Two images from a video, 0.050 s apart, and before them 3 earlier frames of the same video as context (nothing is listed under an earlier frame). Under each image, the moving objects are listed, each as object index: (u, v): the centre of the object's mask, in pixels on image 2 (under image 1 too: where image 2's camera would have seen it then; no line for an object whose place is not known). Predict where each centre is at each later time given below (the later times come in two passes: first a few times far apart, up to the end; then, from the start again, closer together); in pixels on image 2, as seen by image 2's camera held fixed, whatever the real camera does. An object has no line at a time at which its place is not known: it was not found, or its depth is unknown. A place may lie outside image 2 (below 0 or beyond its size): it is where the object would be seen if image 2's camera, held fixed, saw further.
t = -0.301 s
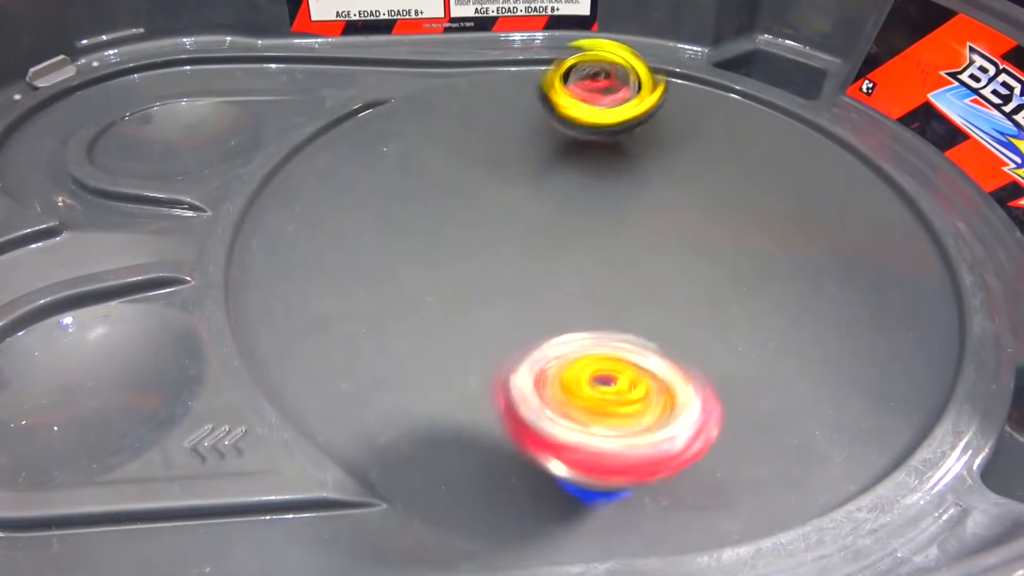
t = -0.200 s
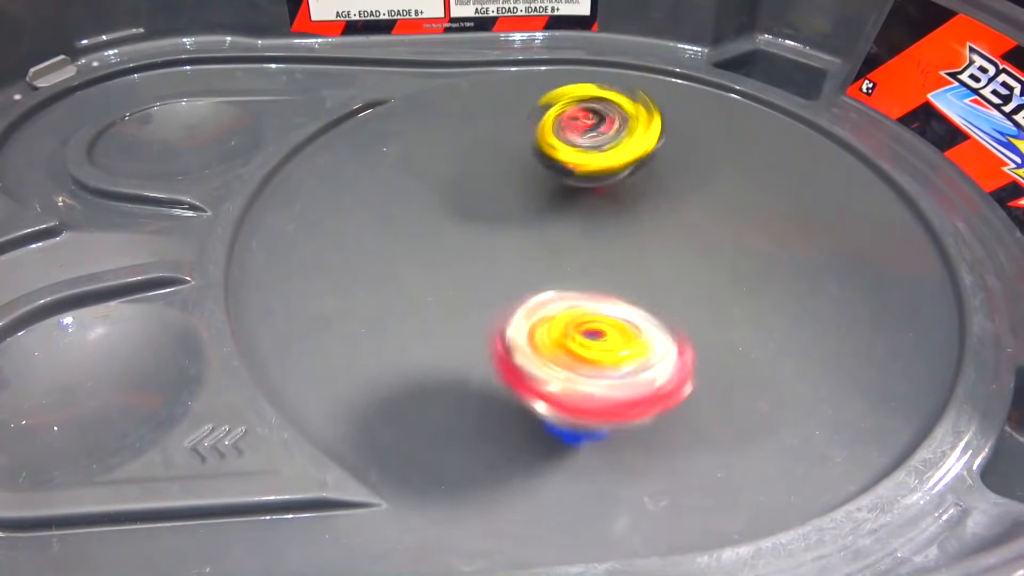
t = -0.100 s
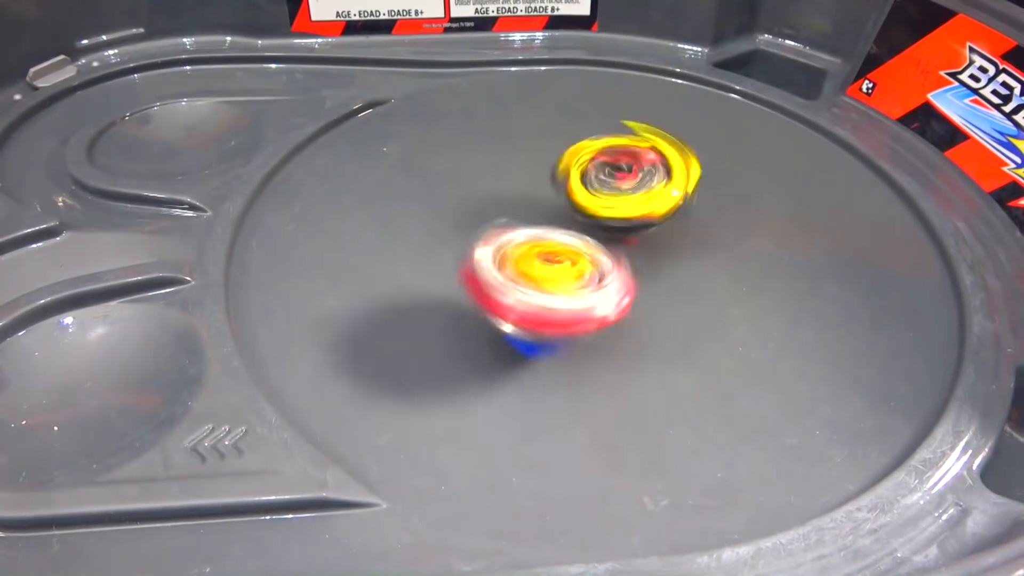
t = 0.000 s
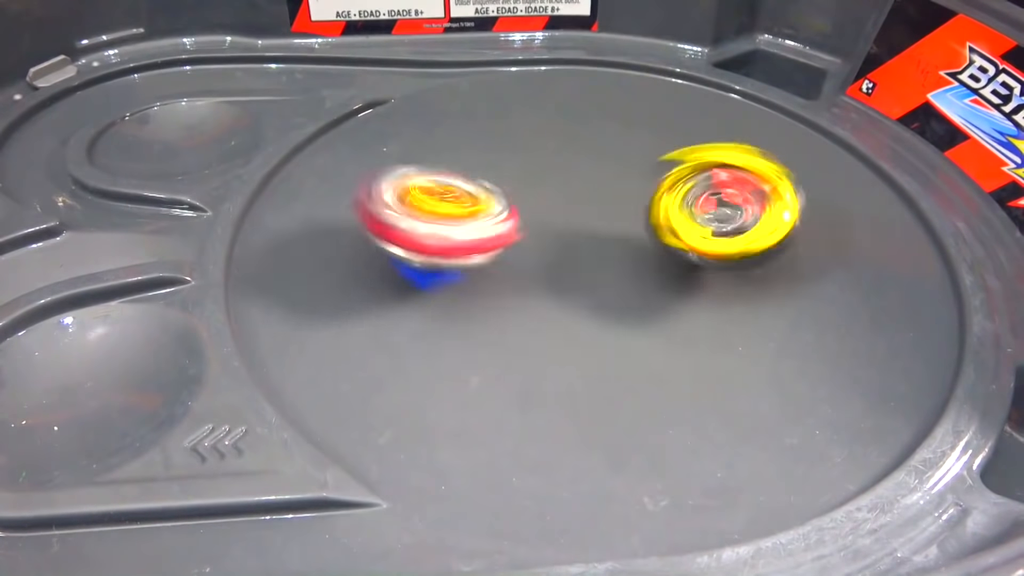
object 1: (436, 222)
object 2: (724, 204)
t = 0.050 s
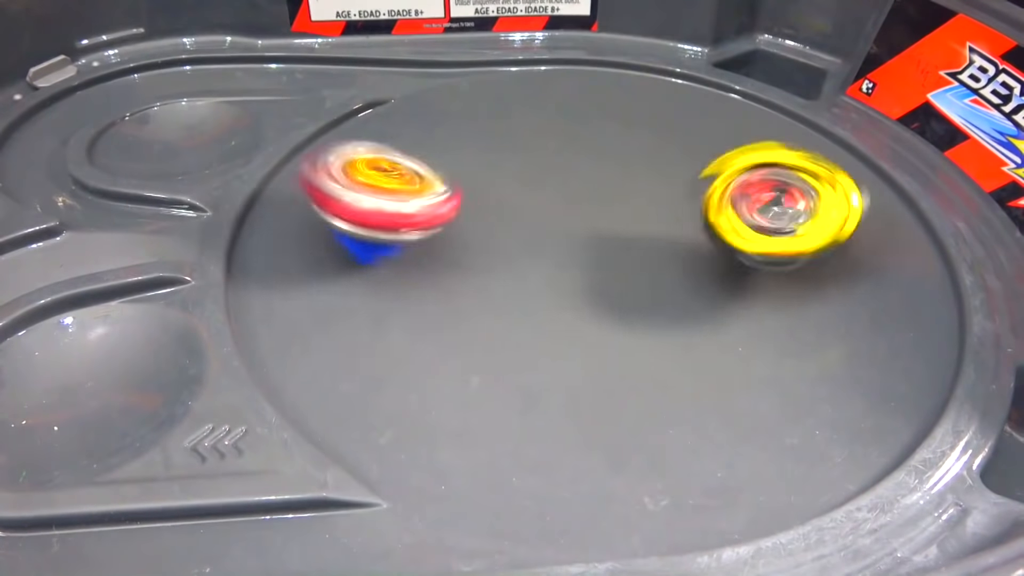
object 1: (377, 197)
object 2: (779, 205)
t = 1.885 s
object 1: (367, 267)
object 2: (793, 208)
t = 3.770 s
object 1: (452, 260)
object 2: (630, 189)
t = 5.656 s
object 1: (707, 290)
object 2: (537, 275)
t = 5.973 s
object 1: (695, 282)
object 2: (446, 203)
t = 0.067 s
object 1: (360, 189)
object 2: (794, 202)
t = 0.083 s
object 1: (345, 181)
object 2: (808, 202)
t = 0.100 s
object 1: (333, 176)
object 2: (819, 203)
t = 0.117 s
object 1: (320, 170)
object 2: (828, 202)
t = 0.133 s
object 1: (310, 162)
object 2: (841, 200)
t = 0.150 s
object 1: (299, 157)
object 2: (850, 198)
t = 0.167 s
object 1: (292, 153)
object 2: (860, 198)
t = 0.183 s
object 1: (285, 147)
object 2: (869, 198)
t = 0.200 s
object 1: (277, 143)
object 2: (875, 196)
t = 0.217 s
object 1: (277, 142)
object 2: (879, 194)
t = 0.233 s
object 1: (281, 142)
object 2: (882, 192)
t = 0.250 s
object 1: (288, 140)
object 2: (881, 191)
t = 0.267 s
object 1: (299, 142)
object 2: (880, 191)
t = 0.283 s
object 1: (308, 143)
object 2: (875, 190)
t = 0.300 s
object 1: (319, 143)
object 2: (870, 188)
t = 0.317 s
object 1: (332, 143)
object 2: (864, 185)
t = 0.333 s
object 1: (342, 143)
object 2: (854, 186)
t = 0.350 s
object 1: (354, 145)
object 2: (845, 186)
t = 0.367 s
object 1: (368, 144)
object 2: (831, 188)
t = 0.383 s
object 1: (379, 144)
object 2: (815, 190)
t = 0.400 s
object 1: (393, 147)
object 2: (801, 193)
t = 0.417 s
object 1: (405, 145)
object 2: (787, 195)
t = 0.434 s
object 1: (418, 143)
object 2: (771, 198)
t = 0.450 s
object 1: (432, 144)
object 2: (758, 202)
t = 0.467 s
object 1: (447, 144)
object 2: (739, 209)
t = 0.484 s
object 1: (459, 140)
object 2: (724, 212)
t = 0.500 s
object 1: (475, 140)
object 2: (708, 215)
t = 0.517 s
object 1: (489, 139)
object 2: (692, 218)
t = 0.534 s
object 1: (500, 135)
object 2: (677, 222)
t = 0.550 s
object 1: (515, 135)
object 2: (663, 225)
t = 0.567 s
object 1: (530, 135)
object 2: (645, 229)
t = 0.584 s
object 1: (541, 130)
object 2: (633, 230)
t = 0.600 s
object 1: (555, 130)
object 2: (618, 231)
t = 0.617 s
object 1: (569, 130)
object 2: (605, 233)
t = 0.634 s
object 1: (579, 127)
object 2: (592, 233)
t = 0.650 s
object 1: (594, 125)
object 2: (577, 233)
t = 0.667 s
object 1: (608, 127)
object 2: (564, 231)
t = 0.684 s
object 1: (618, 124)
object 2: (550, 229)
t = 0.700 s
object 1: (631, 124)
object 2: (540, 227)
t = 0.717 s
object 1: (645, 125)
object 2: (527, 224)
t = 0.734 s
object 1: (654, 123)
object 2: (513, 221)
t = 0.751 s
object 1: (667, 124)
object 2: (502, 217)
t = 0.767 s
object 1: (680, 126)
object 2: (491, 212)
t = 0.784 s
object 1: (689, 124)
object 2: (481, 208)
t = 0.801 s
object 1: (701, 126)
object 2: (471, 203)
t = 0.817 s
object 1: (712, 129)
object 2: (460, 198)
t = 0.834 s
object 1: (721, 128)
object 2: (449, 191)
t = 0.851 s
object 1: (732, 130)
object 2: (442, 185)
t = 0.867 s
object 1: (742, 134)
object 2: (433, 179)
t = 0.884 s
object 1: (749, 133)
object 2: (426, 175)
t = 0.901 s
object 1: (760, 136)
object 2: (419, 170)
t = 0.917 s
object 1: (769, 141)
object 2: (410, 163)
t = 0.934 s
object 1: (775, 142)
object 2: (403, 158)
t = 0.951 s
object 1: (786, 146)
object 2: (397, 152)
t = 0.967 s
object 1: (794, 152)
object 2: (392, 147)
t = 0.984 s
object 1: (799, 154)
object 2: (386, 143)
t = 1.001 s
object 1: (810, 160)
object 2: (379, 140)
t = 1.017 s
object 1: (818, 166)
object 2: (372, 136)
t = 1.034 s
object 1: (822, 170)
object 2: (367, 133)
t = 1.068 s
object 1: (838, 183)
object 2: (361, 131)
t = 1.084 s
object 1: (843, 189)
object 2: (360, 131)
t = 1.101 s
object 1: (850, 197)
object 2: (358, 133)
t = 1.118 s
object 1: (856, 202)
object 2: (358, 134)
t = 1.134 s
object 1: (857, 211)
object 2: (361, 135)
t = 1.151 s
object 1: (861, 218)
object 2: (364, 136)
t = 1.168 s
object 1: (863, 223)
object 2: (370, 141)
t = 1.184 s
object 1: (862, 233)
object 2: (376, 142)
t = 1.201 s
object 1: (863, 240)
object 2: (380, 145)
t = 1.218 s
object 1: (861, 245)
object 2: (387, 148)
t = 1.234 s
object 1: (857, 255)
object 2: (396, 148)
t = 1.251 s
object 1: (853, 261)
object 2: (404, 148)
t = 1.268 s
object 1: (847, 267)
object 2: (413, 154)
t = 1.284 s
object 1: (842, 276)
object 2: (427, 157)
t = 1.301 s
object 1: (832, 281)
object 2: (437, 159)
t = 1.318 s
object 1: (824, 288)
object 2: (450, 160)
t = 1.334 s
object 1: (813, 296)
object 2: (462, 161)
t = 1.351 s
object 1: (802, 300)
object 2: (475, 162)
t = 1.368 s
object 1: (792, 306)
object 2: (488, 161)
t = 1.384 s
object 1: (777, 310)
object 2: (501, 164)
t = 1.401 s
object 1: (761, 313)
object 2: (513, 165)
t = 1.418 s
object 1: (750, 317)
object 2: (524, 165)
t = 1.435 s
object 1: (732, 320)
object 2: (535, 166)
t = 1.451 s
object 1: (713, 324)
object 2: (546, 166)
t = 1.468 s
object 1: (701, 328)
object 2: (560, 166)
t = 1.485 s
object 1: (683, 329)
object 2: (571, 168)
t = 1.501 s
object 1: (662, 333)
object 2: (584, 170)
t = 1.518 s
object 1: (647, 334)
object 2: (592, 172)
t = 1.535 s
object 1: (630, 334)
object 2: (603, 172)
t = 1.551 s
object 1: (612, 337)
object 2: (612, 174)
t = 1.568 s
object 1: (594, 335)
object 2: (625, 174)
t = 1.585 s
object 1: (579, 335)
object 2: (635, 178)
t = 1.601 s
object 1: (562, 336)
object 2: (647, 180)
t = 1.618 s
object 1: (544, 333)
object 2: (655, 183)
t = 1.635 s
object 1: (530, 332)
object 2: (667, 183)
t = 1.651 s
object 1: (513, 330)
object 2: (677, 187)
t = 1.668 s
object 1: (497, 328)
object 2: (689, 188)
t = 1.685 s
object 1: (485, 325)
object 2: (700, 193)
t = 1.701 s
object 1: (470, 321)
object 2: (710, 195)
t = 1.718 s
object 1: (454, 319)
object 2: (720, 197)
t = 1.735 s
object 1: (442, 314)
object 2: (729, 198)
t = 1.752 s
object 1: (432, 310)
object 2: (740, 201)
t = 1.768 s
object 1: (420, 307)
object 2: (749, 201)
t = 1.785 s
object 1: (410, 301)
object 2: (759, 204)
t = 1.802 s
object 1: (403, 297)
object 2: (766, 207)
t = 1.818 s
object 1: (395, 292)
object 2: (774, 209)
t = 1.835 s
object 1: (386, 286)
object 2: (781, 208)
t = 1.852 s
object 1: (380, 280)
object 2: (787, 207)
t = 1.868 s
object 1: (374, 274)
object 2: (790, 207)
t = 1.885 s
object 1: (367, 267)
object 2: (793, 208)
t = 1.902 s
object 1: (363, 261)
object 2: (794, 208)
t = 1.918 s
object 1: (360, 255)
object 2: (792, 207)
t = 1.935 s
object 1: (357, 247)
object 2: (790, 206)
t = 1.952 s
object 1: (355, 240)
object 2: (786, 205)
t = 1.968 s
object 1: (357, 236)
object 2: (781, 203)
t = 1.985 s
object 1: (356, 232)
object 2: (775, 205)
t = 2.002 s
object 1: (358, 227)
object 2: (769, 206)
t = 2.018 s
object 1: (362, 222)
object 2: (761, 207)
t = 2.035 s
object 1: (365, 217)
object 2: (752, 209)
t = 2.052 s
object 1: (369, 210)
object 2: (744, 210)
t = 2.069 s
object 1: (374, 205)
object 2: (735, 212)
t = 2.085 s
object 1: (380, 199)
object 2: (727, 212)
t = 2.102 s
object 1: (384, 194)
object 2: (718, 215)
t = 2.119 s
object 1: (389, 187)
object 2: (707, 217)
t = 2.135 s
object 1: (396, 182)
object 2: (696, 221)
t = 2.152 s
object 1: (402, 176)
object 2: (683, 224)
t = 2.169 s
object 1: (407, 170)
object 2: (675, 225)
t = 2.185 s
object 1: (415, 164)
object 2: (663, 228)
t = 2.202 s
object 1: (423, 159)
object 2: (654, 230)
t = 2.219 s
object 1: (427, 155)
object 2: (644, 232)
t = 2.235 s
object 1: (435, 150)
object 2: (634, 235)
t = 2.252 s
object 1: (443, 144)
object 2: (621, 237)
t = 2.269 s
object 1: (450, 141)
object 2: (608, 239)
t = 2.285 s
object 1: (456, 135)
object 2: (599, 240)
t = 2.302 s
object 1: (465, 131)
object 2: (587, 241)
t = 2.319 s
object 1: (472, 127)
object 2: (579, 242)
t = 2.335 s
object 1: (478, 125)
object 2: (569, 243)
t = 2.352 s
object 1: (486, 120)
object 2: (559, 243)
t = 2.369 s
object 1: (493, 116)
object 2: (547, 243)
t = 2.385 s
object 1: (501, 114)
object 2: (536, 240)
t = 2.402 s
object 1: (507, 110)
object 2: (526, 239)
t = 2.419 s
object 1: (515, 108)
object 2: (514, 236)
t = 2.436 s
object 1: (522, 105)
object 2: (506, 236)
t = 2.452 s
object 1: (528, 104)
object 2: (495, 234)
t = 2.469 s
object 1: (536, 101)
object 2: (483, 232)
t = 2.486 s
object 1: (543, 99)
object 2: (471, 231)
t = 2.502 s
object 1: (551, 98)
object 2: (461, 228)
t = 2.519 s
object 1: (556, 97)
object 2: (451, 226)
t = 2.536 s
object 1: (564, 97)
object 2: (443, 225)
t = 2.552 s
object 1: (569, 96)
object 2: (435, 223)
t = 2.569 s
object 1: (576, 97)
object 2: (427, 223)
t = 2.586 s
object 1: (581, 96)
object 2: (418, 223)
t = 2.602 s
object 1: (587, 98)
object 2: (410, 222)
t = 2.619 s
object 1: (593, 98)
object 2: (404, 221)
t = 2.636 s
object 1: (596, 101)
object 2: (399, 220)
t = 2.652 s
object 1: (603, 103)
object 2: (395, 219)
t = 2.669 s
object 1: (608, 106)
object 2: (392, 220)
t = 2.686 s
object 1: (616, 109)
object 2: (389, 221)
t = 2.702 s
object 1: (621, 111)
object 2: (389, 222)
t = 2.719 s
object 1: (630, 116)
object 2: (388, 222)
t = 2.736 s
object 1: (637, 118)
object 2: (387, 223)
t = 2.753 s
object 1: (642, 123)
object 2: (391, 223)
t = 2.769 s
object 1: (648, 126)
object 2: (395, 222)
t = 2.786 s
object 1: (654, 131)
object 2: (400, 221)
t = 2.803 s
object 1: (661, 134)
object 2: (405, 223)
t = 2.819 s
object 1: (666, 140)
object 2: (410, 224)
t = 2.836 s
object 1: (674, 145)
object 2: (417, 223)
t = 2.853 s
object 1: (681, 149)
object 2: (423, 222)
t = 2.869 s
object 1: (687, 155)
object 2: (431, 220)
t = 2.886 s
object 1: (691, 160)
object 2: (439, 220)
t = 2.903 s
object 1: (697, 166)
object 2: (447, 218)
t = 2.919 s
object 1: (703, 169)
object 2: (457, 214)
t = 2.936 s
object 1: (707, 177)
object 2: (466, 212)
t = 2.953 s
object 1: (711, 181)
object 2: (472, 211)
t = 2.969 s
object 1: (717, 188)
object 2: (480, 209)
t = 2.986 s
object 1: (722, 192)
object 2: (487, 206)
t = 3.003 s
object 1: (726, 199)
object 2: (496, 203)
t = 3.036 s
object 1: (734, 208)
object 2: (514, 194)
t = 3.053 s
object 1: (738, 215)
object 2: (522, 191)
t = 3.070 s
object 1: (741, 220)
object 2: (528, 189)
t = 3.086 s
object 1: (744, 225)
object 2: (535, 187)
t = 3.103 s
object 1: (748, 229)
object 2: (540, 186)
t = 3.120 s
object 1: (748, 234)
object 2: (546, 183)
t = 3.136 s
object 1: (747, 238)
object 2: (555, 180)
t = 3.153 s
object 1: (748, 241)
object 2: (562, 178)
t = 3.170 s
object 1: (748, 246)
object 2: (572, 173)
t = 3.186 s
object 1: (746, 250)
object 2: (581, 174)
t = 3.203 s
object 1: (741, 252)
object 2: (590, 172)
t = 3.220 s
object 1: (741, 256)
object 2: (597, 171)
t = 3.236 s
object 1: (737, 256)
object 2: (605, 169)
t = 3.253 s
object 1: (733, 261)
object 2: (611, 165)
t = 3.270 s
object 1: (726, 261)
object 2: (619, 164)
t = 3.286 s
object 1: (722, 264)
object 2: (625, 162)
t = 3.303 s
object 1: (714, 265)
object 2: (632, 158)
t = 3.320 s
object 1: (706, 268)
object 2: (640, 157)
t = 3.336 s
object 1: (696, 268)
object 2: (645, 156)
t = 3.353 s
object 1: (689, 271)
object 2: (651, 156)
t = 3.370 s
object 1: (680, 272)
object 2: (655, 154)
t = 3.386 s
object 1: (670, 274)
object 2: (660, 151)
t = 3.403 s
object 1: (661, 274)
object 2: (664, 148)
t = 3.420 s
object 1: (654, 274)
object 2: (668, 145)
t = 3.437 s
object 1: (642, 274)
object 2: (670, 144)
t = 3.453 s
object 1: (629, 275)
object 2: (671, 142)
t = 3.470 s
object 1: (618, 275)
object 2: (671, 141)
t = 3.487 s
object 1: (608, 274)
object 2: (667, 140)
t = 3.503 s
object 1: (594, 274)
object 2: (665, 139)
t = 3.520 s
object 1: (580, 274)
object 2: (661, 138)
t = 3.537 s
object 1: (569, 274)
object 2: (658, 139)
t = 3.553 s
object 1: (559, 273)
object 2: (655, 140)
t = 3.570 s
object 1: (546, 273)
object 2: (652, 141)
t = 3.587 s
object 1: (534, 273)
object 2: (649, 144)
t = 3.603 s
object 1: (523, 273)
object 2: (647, 146)
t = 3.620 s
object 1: (512, 271)
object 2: (644, 150)
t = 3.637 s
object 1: (501, 271)
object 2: (641, 155)
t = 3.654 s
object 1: (491, 269)
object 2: (638, 158)
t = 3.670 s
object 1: (482, 269)
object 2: (636, 161)
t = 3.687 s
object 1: (475, 269)
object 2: (634, 165)
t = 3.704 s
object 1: (469, 268)
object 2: (632, 169)
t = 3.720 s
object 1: (461, 267)
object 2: (631, 174)
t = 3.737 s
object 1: (458, 264)
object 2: (631, 180)
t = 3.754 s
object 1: (456, 261)
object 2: (631, 185)
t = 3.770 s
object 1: (452, 260)
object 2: (630, 189)
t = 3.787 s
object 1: (449, 257)
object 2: (627, 193)
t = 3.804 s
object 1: (445, 254)
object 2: (626, 198)
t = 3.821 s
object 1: (443, 253)
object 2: (623, 201)
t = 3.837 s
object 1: (443, 250)
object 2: (623, 205)
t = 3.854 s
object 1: (441, 247)
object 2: (620, 208)
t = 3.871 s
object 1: (441, 243)
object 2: (619, 212)
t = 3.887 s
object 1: (444, 240)
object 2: (616, 217)
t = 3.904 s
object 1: (444, 237)
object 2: (611, 221)
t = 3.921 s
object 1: (444, 234)
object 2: (608, 225)
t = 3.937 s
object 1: (445, 230)
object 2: (604, 230)
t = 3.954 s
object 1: (439, 225)
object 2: (613, 235)
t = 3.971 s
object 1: (429, 218)
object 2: (624, 239)
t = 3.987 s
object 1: (420, 211)
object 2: (632, 242)
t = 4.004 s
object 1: (412, 205)
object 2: (639, 248)
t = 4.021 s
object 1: (408, 199)
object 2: (644, 252)
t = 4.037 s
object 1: (402, 195)
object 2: (651, 257)
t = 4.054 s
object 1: (398, 190)
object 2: (652, 267)
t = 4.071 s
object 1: (393, 185)
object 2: (651, 274)
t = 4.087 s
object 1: (391, 180)
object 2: (649, 281)
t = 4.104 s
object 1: (389, 177)
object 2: (646, 284)
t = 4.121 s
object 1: (389, 174)
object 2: (648, 289)
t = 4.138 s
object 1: (387, 171)
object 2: (647, 295)
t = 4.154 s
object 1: (388, 167)
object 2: (647, 299)
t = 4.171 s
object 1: (390, 165)
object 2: (644, 303)
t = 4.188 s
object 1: (392, 163)
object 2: (641, 306)
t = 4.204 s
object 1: (395, 161)
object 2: (637, 307)
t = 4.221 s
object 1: (395, 157)
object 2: (636, 306)
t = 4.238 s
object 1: (401, 156)
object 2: (630, 305)
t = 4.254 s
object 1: (407, 154)
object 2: (625, 304)
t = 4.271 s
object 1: (410, 154)
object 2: (620, 302)
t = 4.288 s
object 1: (414, 153)
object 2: (614, 300)
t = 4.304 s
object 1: (422, 152)
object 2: (608, 298)
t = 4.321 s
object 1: (428, 151)
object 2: (600, 297)
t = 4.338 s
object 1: (438, 150)
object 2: (593, 296)
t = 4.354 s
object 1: (446, 150)
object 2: (587, 293)
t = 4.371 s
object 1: (453, 147)
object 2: (581, 291)
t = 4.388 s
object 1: (465, 148)
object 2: (573, 288)
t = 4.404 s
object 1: (477, 146)
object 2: (564, 286)
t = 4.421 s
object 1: (485, 147)
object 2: (556, 283)
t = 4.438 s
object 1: (492, 145)
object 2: (546, 279)
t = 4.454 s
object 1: (503, 145)
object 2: (538, 276)
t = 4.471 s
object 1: (515, 144)
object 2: (530, 272)
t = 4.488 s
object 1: (525, 143)
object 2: (523, 268)
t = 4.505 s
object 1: (534, 143)
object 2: (516, 264)
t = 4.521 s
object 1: (543, 140)
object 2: (510, 261)
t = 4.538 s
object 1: (553, 141)
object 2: (503, 258)
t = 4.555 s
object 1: (565, 139)
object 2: (496, 254)
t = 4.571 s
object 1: (575, 139)
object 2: (490, 252)
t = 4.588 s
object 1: (583, 137)
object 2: (484, 249)
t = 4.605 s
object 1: (592, 136)
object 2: (478, 248)
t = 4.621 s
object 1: (601, 136)
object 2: (472, 246)
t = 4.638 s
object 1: (613, 134)
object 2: (467, 245)
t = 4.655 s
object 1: (620, 134)
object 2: (462, 244)
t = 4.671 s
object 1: (627, 132)
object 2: (457, 244)
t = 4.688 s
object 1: (637, 133)
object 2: (453, 244)
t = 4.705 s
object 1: (646, 131)
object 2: (451, 244)
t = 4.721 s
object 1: (653, 131)
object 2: (448, 245)
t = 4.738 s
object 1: (656, 131)
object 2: (447, 245)
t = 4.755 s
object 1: (662, 131)
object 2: (447, 245)
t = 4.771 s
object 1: (668, 131)
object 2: (447, 245)
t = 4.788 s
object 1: (673, 131)
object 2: (447, 245)
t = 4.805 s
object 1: (677, 133)
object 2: (448, 245)
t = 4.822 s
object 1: (680, 134)
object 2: (450, 244)
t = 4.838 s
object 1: (684, 137)
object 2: (452, 244)
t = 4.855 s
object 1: (689, 138)
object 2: (455, 243)
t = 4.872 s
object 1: (693, 141)
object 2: (459, 243)
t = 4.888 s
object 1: (694, 144)
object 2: (463, 243)
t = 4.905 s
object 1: (694, 145)
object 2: (467, 243)
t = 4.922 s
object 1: (696, 150)
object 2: (470, 243)
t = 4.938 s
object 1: (698, 151)
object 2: (475, 244)
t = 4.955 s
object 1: (699, 156)
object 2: (479, 244)
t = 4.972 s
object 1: (697, 161)
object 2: (483, 245)
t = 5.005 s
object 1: (698, 169)
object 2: (491, 246)
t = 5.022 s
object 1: (697, 171)
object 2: (494, 247)
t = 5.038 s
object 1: (694, 179)
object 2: (498, 249)
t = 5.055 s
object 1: (691, 182)
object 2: (502, 250)
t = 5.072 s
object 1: (689, 188)
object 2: (506, 252)
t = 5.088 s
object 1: (688, 194)
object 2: (511, 254)
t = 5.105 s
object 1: (686, 199)
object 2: (515, 257)
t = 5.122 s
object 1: (682, 207)
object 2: (518, 258)
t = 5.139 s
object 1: (678, 212)
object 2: (521, 260)
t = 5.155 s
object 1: (675, 218)
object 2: (525, 262)
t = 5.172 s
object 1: (673, 225)
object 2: (528, 264)
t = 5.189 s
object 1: (670, 230)
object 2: (531, 266)
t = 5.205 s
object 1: (666, 238)
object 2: (533, 268)
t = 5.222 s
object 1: (661, 242)
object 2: (535, 271)
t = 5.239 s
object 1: (659, 249)
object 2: (537, 274)
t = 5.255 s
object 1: (656, 255)
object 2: (539, 276)
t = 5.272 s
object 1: (655, 261)
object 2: (539, 278)
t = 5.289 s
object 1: (656, 266)
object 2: (537, 278)
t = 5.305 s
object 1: (663, 273)
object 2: (534, 275)
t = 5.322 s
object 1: (669, 279)
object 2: (533, 276)
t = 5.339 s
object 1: (675, 282)
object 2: (533, 277)
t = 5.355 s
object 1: (680, 285)
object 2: (533, 277)
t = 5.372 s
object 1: (684, 290)
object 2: (533, 279)
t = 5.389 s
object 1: (688, 291)
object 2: (533, 281)
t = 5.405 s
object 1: (695, 295)
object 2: (532, 282)
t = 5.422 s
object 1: (701, 296)
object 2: (531, 283)
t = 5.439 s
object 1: (707, 300)
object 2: (532, 283)
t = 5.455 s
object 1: (712, 304)
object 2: (532, 283)
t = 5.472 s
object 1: (716, 305)
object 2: (533, 283)
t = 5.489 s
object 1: (719, 306)
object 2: (534, 281)
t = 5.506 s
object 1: (723, 309)
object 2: (535, 280)
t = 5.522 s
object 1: (726, 309)
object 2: (535, 279)
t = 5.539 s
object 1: (727, 309)
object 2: (536, 279)
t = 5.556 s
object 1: (725, 307)
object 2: (537, 276)
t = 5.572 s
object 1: (723, 306)
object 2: (537, 275)
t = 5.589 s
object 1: (724, 304)
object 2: (537, 277)
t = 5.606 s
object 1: (722, 299)
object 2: (536, 275)
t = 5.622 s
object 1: (717, 298)
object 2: (537, 276)
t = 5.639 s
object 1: (712, 296)
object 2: (537, 276)
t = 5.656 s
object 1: (707, 290)
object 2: (537, 275)
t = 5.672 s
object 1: (701, 285)
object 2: (537, 276)
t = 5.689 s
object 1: (695, 281)
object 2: (537, 276)
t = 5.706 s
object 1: (686, 276)
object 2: (537, 276)
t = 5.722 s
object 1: (674, 270)
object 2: (537, 277)
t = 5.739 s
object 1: (663, 265)
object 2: (536, 276)
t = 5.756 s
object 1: (654, 261)
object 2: (534, 276)
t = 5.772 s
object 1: (648, 257)
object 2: (534, 275)
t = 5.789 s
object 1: (643, 253)
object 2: (530, 272)
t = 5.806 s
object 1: (644, 252)
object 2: (526, 269)
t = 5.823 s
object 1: (654, 256)
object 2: (510, 257)
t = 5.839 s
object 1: (667, 260)
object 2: (499, 251)
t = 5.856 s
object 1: (679, 262)
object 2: (488, 242)
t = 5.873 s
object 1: (686, 266)
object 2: (478, 232)
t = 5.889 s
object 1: (692, 270)
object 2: (472, 225)
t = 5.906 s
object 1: (696, 272)
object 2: (465, 219)
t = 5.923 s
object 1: (698, 274)
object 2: (460, 212)
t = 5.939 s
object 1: (697, 276)
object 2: (455, 208)
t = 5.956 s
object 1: (696, 278)
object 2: (450, 205)
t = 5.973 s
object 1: (695, 282)
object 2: (446, 203)
